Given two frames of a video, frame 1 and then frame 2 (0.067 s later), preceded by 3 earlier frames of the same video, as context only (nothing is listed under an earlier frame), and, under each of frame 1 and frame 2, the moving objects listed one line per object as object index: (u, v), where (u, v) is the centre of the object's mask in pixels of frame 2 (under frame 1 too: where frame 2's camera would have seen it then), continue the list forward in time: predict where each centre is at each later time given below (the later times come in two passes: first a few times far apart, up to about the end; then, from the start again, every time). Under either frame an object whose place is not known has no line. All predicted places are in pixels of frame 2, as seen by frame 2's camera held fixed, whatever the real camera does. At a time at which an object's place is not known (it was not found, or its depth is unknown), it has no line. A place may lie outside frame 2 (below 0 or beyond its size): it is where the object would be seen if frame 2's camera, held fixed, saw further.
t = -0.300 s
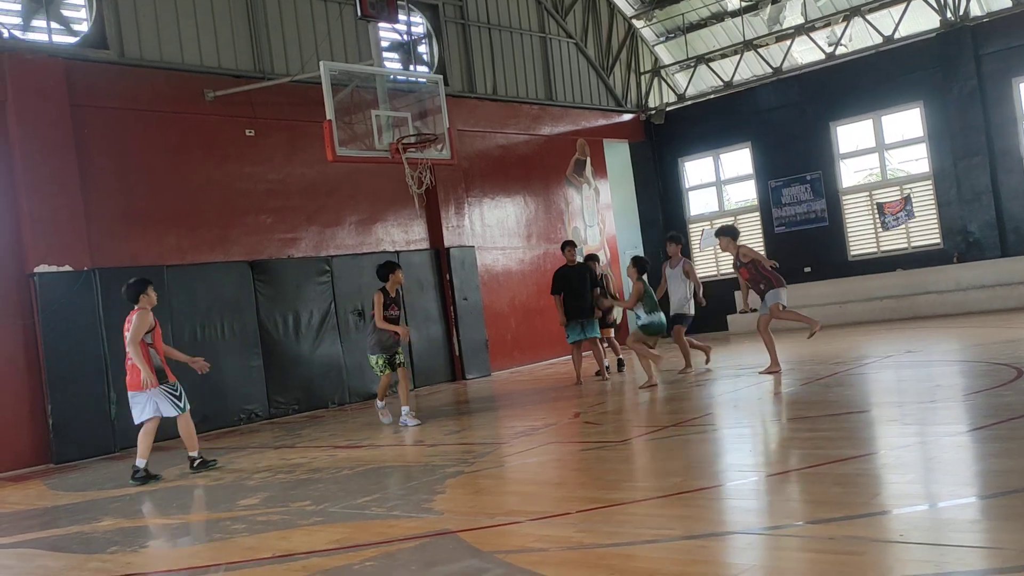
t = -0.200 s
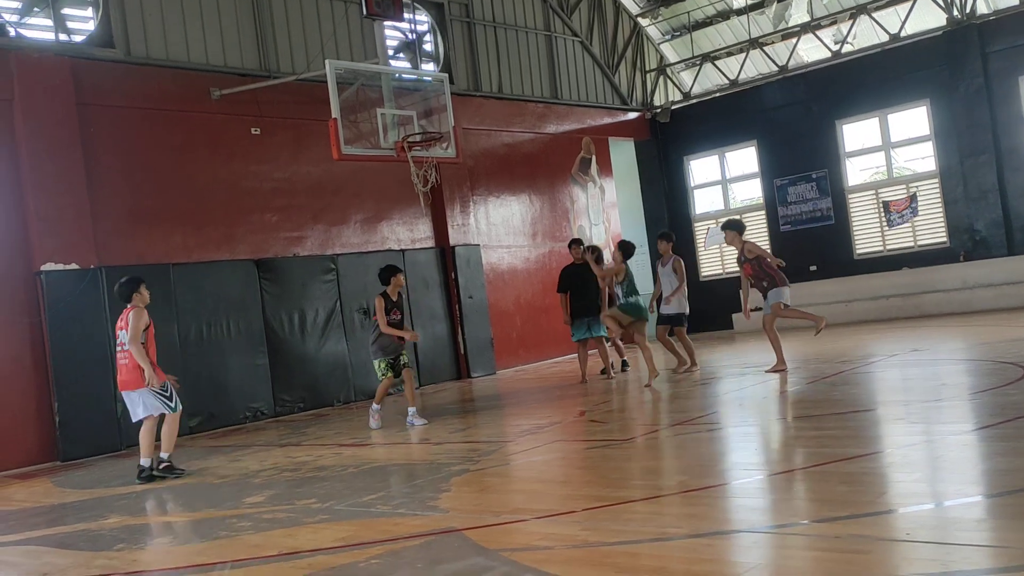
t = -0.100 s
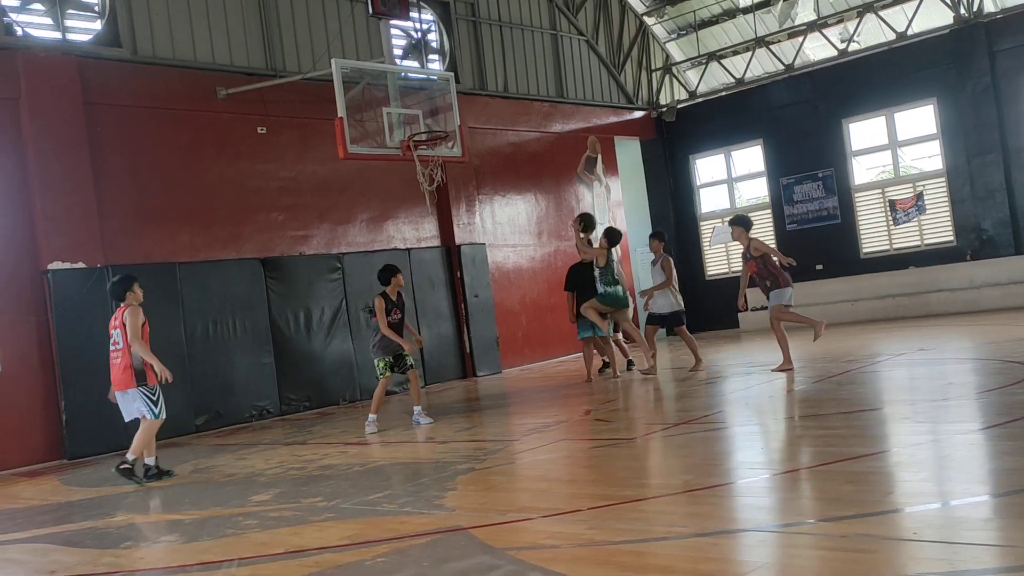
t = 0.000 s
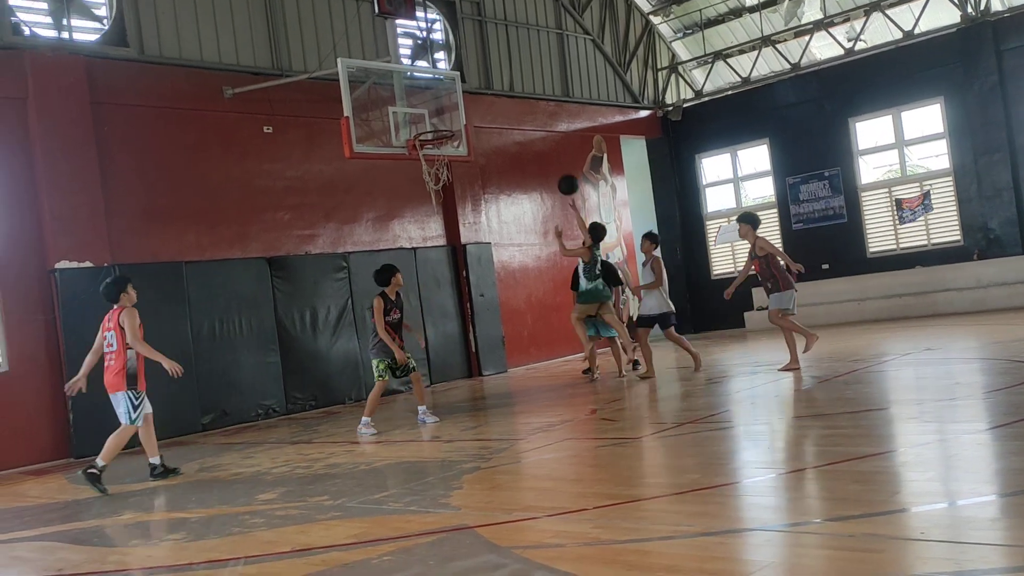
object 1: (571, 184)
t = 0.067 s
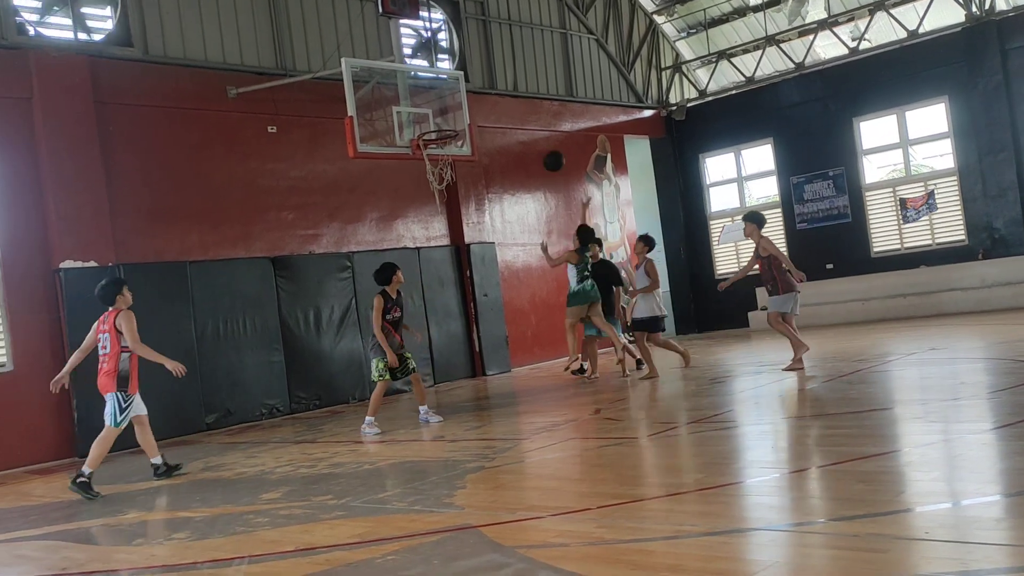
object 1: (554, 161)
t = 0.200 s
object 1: (520, 127)
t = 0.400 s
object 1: (475, 107)
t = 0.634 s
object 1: (429, 126)
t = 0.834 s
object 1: (439, 127)
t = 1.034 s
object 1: (457, 122)
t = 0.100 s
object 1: (545, 151)
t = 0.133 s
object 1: (536, 142)
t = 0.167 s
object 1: (528, 134)
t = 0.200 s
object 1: (520, 127)
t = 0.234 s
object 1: (512, 121)
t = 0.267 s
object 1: (505, 117)
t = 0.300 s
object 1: (497, 113)
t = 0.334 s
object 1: (490, 110)
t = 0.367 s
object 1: (483, 108)
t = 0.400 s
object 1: (475, 107)
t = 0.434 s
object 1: (468, 107)
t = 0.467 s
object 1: (461, 108)
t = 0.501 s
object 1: (455, 109)
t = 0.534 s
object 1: (449, 112)
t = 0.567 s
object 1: (442, 116)
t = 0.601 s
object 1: (436, 121)
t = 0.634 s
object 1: (429, 126)
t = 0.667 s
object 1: (429, 127)
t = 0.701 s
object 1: (430, 127)
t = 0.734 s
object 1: (432, 129)
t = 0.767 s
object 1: (433, 132)
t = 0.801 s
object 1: (436, 130)
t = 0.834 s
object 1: (439, 127)
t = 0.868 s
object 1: (443, 125)
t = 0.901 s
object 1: (446, 125)
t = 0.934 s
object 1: (450, 125)
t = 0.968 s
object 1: (453, 126)
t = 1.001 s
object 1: (455, 123)
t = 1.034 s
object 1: (457, 122)
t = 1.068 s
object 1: (459, 122)
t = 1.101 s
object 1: (461, 122)
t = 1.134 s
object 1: (463, 123)
